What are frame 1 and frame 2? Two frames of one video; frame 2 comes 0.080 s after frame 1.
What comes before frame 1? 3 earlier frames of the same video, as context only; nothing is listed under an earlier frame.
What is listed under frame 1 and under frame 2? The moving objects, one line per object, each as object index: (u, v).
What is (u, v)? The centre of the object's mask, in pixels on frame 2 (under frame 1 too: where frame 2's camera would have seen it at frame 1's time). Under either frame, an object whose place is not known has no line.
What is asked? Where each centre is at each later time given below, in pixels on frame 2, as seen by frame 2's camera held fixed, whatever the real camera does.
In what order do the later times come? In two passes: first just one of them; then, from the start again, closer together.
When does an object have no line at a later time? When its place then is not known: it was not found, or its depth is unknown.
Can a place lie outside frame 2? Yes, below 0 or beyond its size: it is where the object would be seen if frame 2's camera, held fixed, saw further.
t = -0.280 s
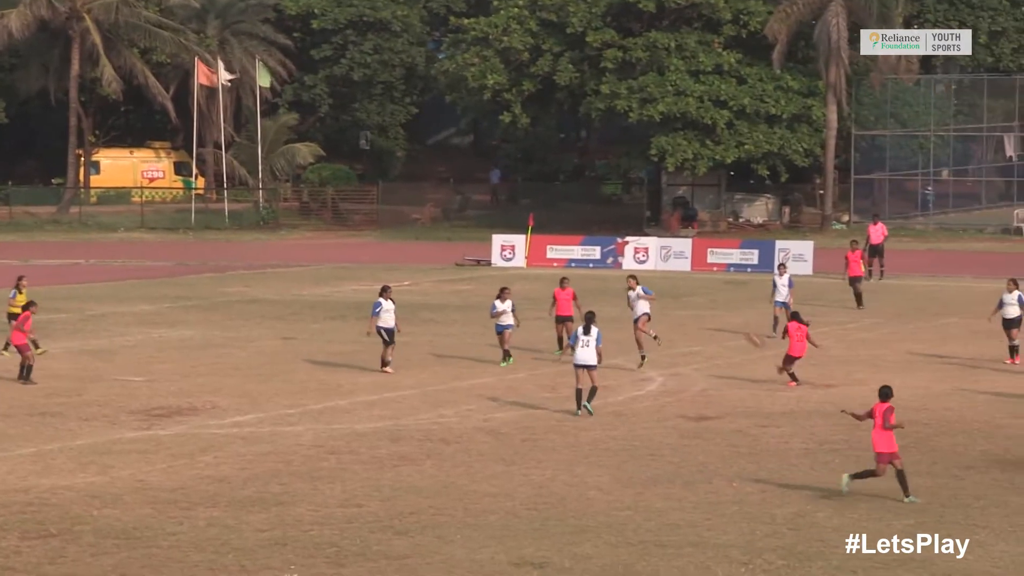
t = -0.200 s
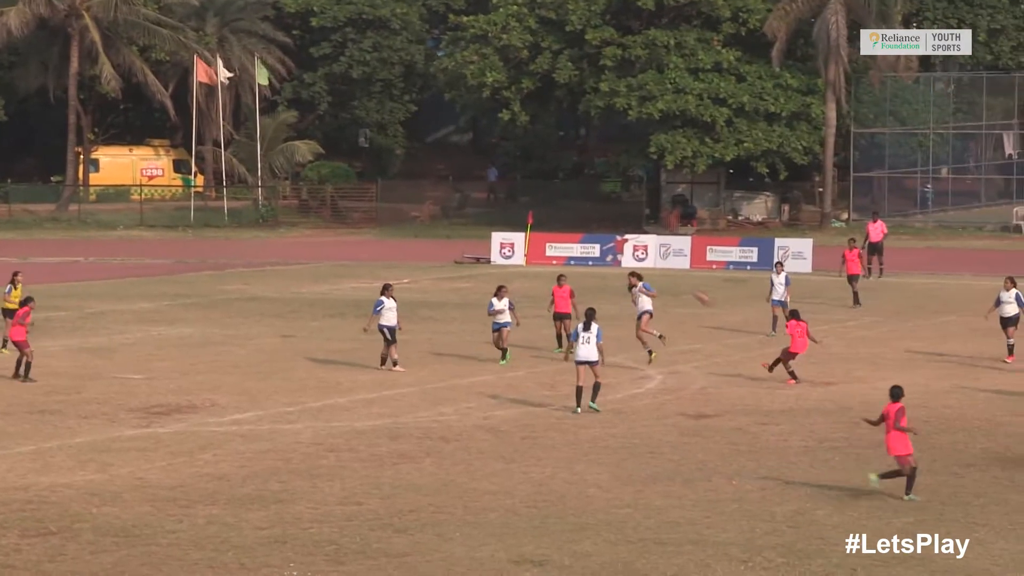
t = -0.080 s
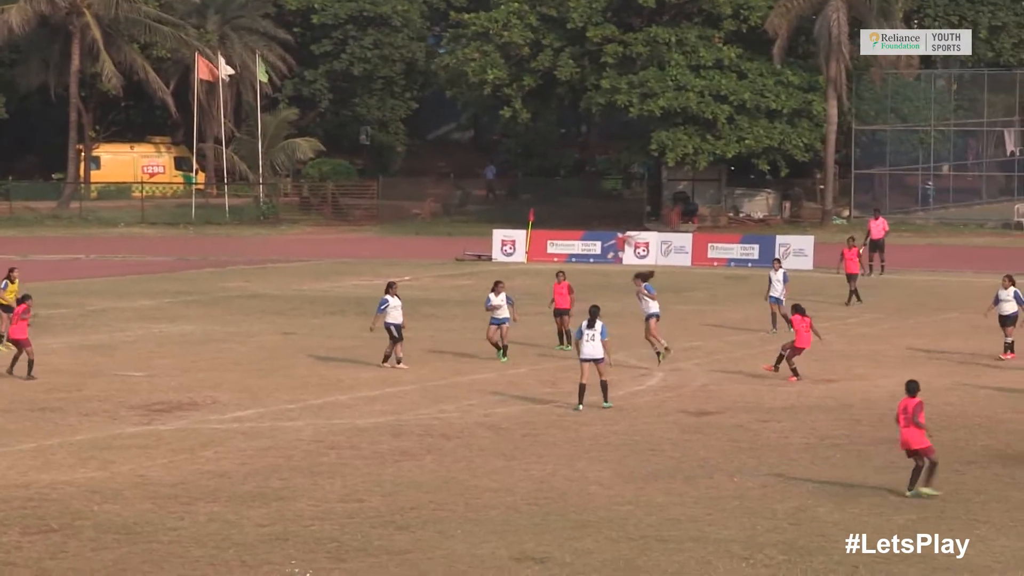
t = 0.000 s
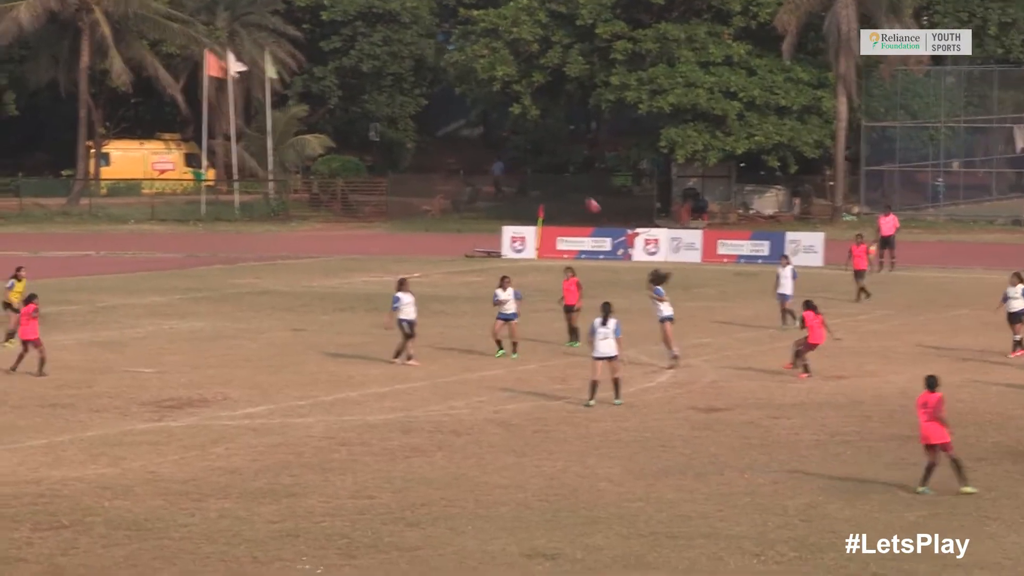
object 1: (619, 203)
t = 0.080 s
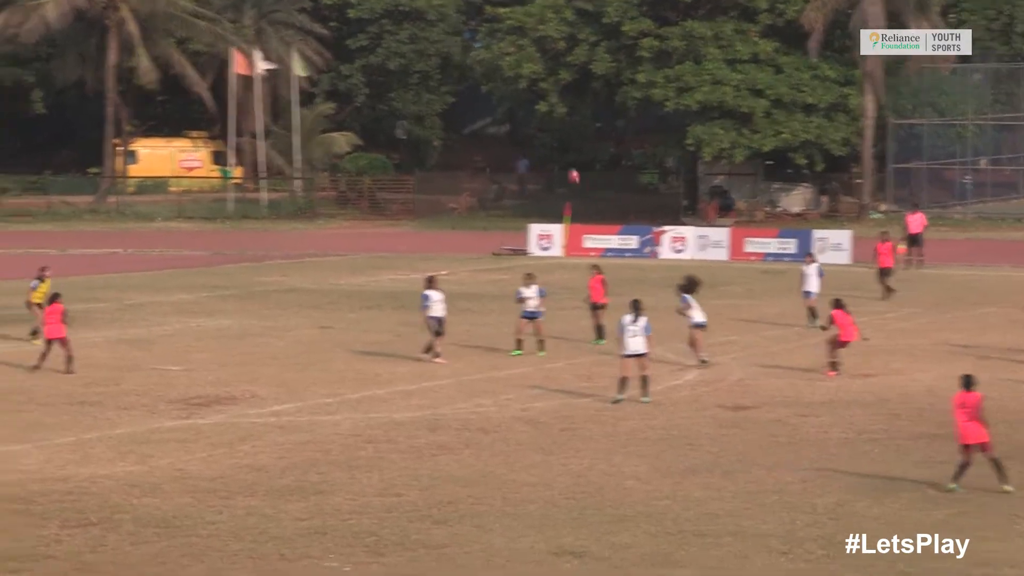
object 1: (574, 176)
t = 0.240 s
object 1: (487, 133)
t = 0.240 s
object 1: (487, 133)
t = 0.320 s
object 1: (445, 116)
